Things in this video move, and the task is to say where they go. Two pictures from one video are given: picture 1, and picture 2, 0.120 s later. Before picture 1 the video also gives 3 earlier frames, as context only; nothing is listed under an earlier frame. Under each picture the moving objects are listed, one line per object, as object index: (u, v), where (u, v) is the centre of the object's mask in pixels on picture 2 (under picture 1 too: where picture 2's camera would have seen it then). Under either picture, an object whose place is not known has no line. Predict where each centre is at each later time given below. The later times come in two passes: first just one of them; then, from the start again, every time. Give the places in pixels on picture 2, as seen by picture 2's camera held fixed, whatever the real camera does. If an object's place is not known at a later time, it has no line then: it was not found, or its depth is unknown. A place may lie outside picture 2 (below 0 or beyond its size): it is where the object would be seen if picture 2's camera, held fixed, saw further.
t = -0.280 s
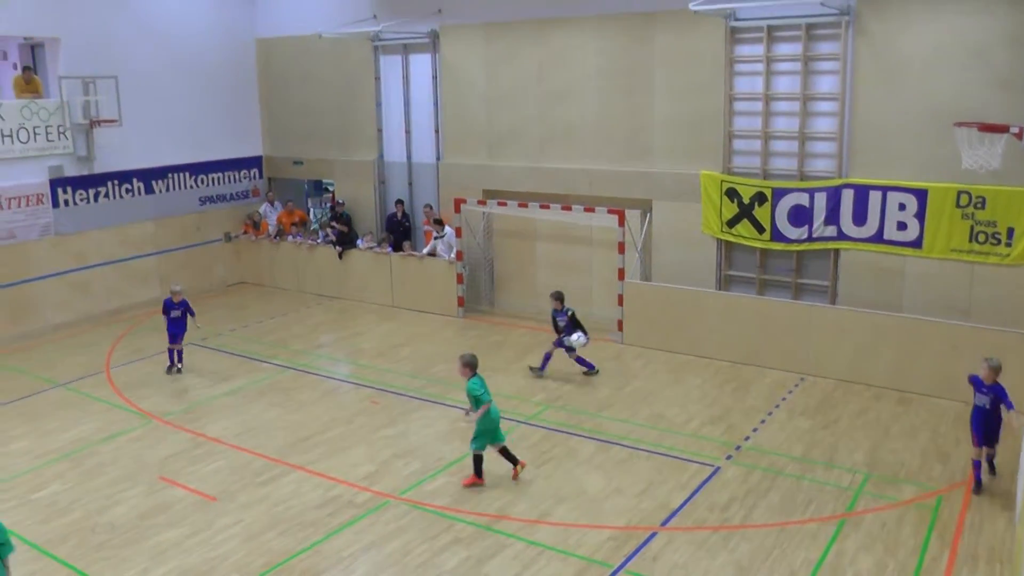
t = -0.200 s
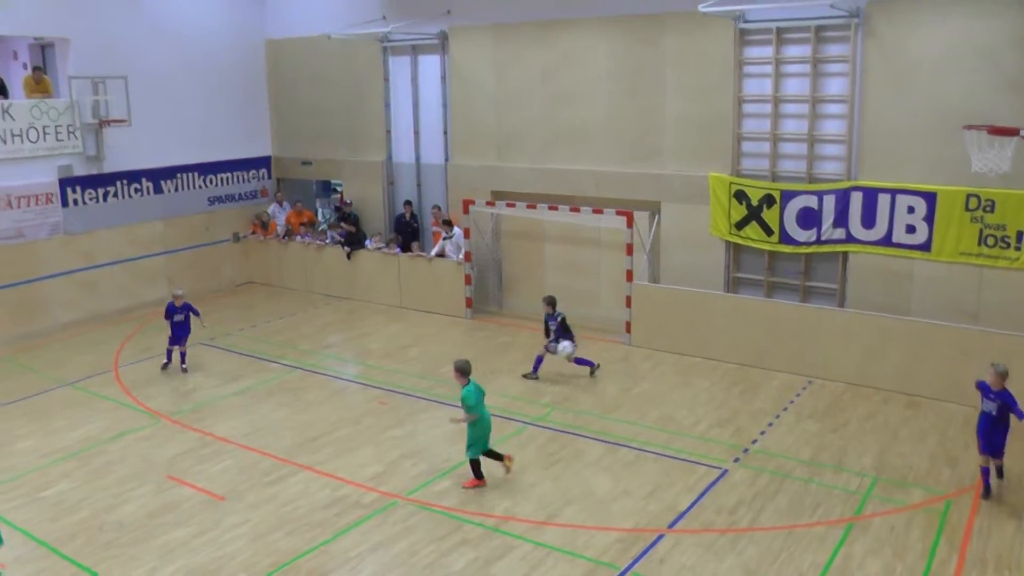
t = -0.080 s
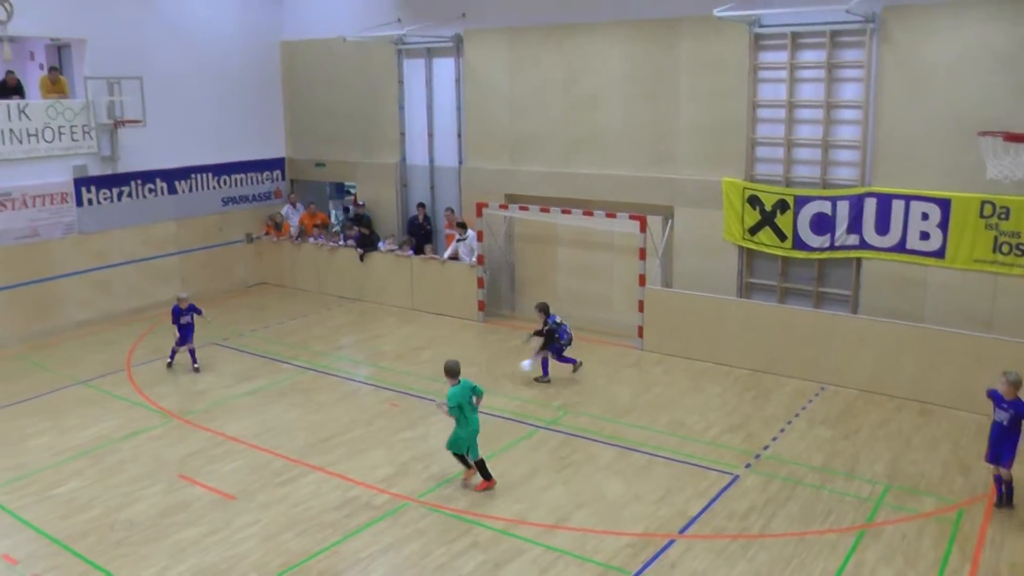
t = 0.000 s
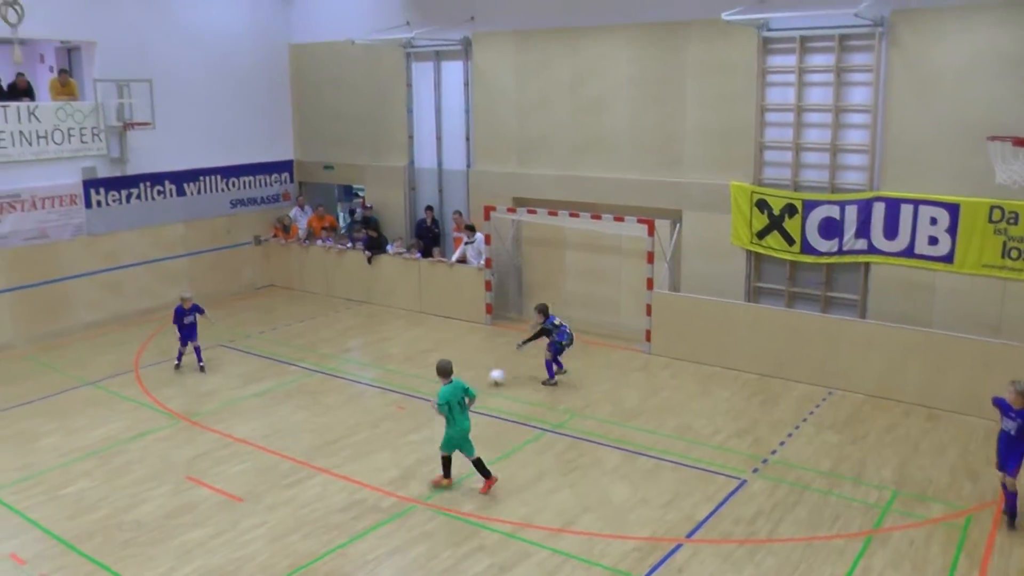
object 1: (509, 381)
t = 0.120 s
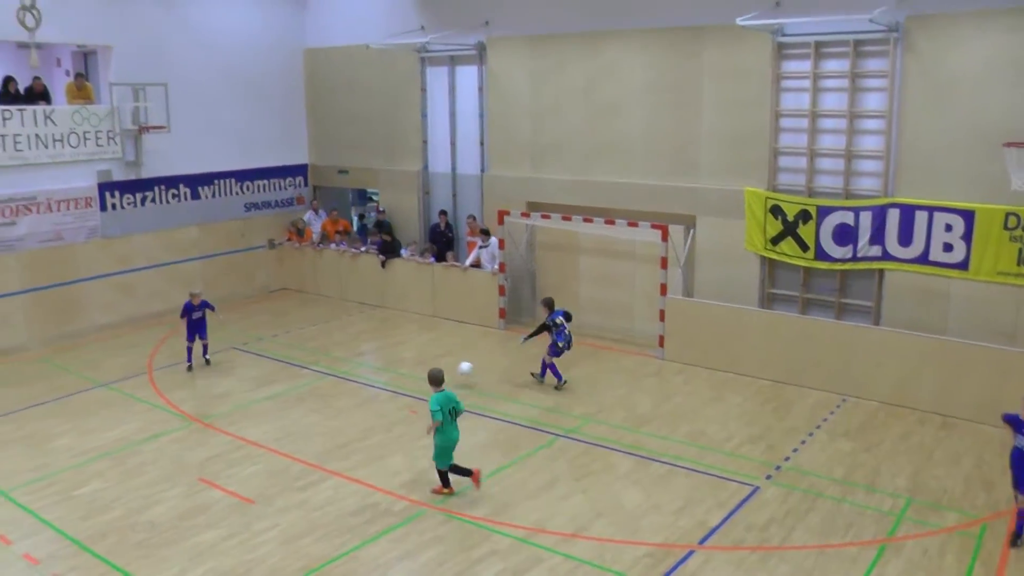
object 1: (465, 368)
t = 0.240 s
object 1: (424, 366)
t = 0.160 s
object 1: (452, 367)
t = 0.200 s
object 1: (438, 366)
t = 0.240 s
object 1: (424, 366)
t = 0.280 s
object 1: (413, 365)
